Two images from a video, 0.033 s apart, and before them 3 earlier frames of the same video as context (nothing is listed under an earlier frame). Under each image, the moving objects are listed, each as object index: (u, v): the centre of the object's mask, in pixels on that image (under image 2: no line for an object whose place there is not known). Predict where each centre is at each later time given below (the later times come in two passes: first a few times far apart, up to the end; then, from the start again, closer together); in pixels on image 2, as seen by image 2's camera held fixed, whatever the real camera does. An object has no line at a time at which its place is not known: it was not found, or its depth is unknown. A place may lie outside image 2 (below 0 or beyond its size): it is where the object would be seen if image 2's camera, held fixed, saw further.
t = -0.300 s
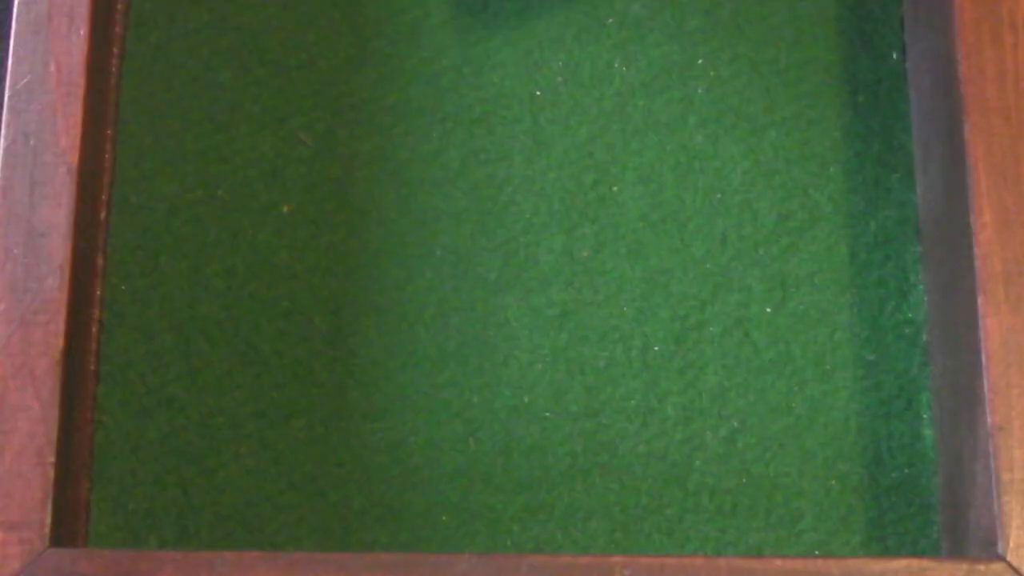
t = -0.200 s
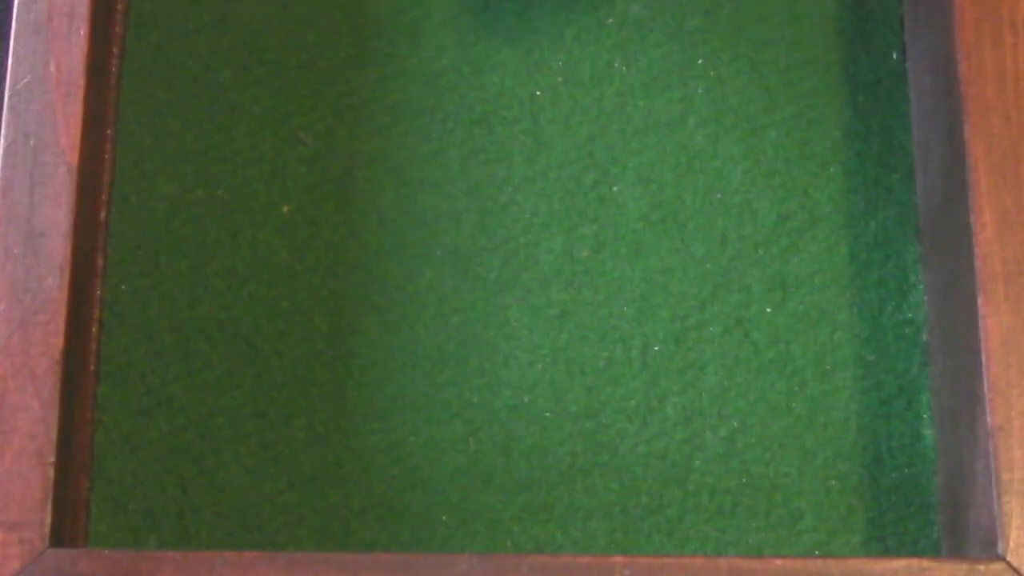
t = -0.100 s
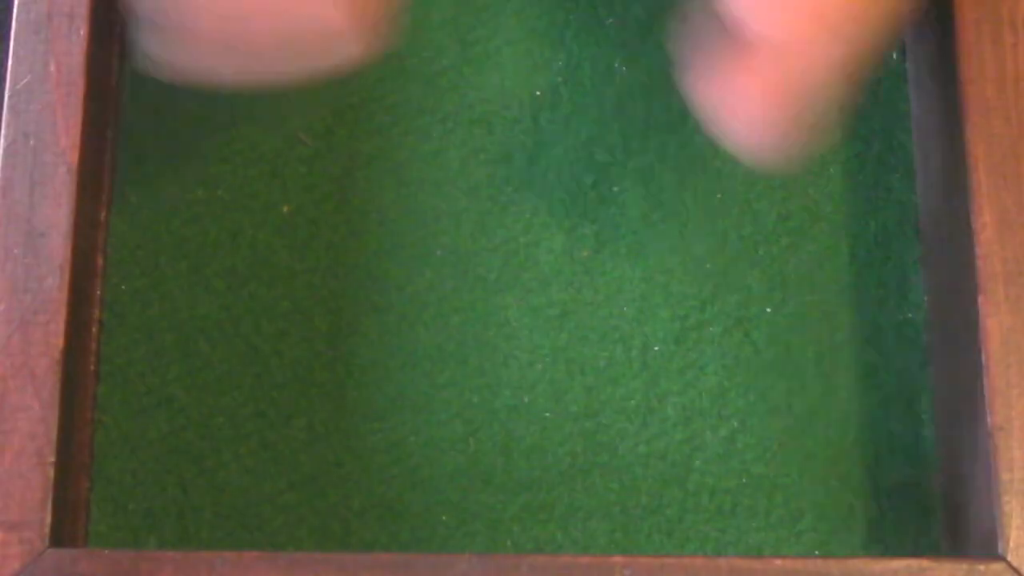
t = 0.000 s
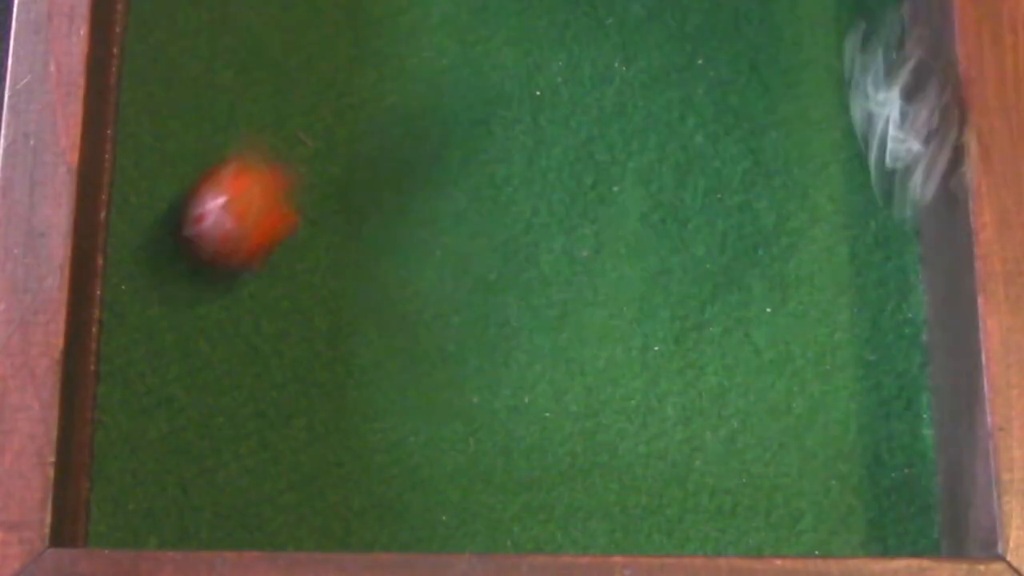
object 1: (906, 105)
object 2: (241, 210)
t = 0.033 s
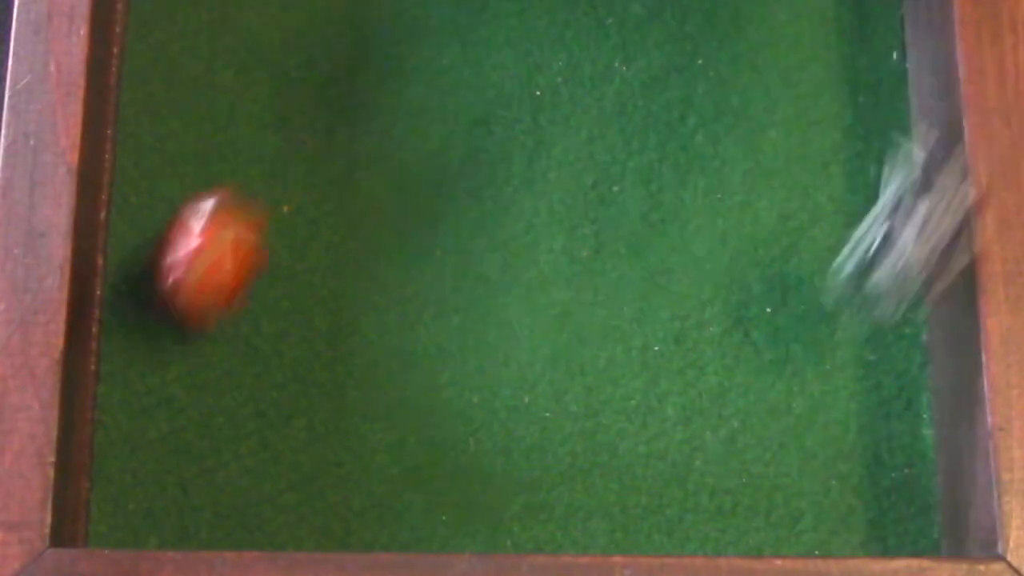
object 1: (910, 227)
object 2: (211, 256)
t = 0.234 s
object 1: (655, 485)
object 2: (171, 498)
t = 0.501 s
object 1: (604, 436)
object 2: (200, 494)
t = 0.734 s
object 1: (618, 425)
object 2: (199, 493)
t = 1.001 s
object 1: (616, 425)
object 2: (199, 493)
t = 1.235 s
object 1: (616, 425)
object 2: (199, 493)
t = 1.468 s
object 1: (616, 425)
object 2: (199, 493)
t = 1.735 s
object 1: (616, 425)
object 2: (199, 493)
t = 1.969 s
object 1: (616, 425)
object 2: (199, 493)
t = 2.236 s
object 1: (616, 425)
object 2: (199, 493)
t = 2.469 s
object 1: (616, 425)
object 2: (199, 493)
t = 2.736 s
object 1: (616, 425)
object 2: (199, 493)
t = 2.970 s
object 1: (616, 425)
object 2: (199, 493)
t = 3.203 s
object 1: (616, 425)
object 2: (199, 493)
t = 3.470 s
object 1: (616, 425)
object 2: (199, 493)
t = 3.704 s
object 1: (616, 425)
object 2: (199, 493)
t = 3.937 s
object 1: (616, 425)
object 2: (199, 493)
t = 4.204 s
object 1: (616, 425)
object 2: (199, 493)
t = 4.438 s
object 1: (616, 425)
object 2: (199, 493)
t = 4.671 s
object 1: (616, 425)
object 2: (199, 493)
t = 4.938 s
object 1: (616, 425)
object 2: (199, 493)
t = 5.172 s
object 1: (616, 425)
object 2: (199, 493)
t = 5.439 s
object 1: (616, 425)
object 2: (199, 493)
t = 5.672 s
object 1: (616, 425)
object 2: (199, 493)
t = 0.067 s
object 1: (834, 331)
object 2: (182, 323)
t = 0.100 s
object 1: (786, 400)
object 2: (149, 387)
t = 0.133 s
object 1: (753, 449)
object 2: (154, 449)
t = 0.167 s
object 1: (715, 495)
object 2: (154, 499)
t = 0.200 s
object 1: (677, 490)
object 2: (160, 500)
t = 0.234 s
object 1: (655, 485)
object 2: (171, 498)
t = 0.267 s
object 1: (630, 480)
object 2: (186, 499)
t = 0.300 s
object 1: (610, 472)
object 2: (198, 500)
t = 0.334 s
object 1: (589, 466)
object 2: (203, 498)
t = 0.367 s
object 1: (578, 460)
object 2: (202, 496)
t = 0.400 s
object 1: (577, 453)
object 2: (198, 494)
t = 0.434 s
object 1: (586, 447)
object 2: (197, 492)
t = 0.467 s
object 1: (599, 442)
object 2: (199, 494)
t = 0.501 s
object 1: (604, 436)
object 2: (200, 494)
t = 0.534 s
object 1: (611, 428)
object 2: (199, 493)
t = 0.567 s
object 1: (620, 422)
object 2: (199, 494)
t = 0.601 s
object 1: (623, 421)
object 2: (199, 494)
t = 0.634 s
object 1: (621, 427)
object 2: (199, 494)
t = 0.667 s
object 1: (615, 426)
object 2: (199, 494)
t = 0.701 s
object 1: (614, 423)
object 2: (199, 494)
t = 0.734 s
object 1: (618, 425)
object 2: (199, 493)
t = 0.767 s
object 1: (617, 426)
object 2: (199, 493)
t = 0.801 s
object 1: (615, 425)
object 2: (199, 493)
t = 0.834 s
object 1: (616, 425)
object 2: (199, 493)
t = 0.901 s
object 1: (616, 425)
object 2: (199, 493)
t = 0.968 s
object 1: (616, 425)
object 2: (199, 493)
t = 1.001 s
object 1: (616, 425)
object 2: (199, 493)
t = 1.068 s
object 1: (616, 425)
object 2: (199, 493)
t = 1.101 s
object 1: (616, 425)
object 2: (199, 493)
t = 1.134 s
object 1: (616, 425)
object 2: (199, 493)
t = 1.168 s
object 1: (616, 425)
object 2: (199, 493)
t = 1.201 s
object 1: (616, 425)
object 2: (199, 493)
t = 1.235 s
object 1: (616, 425)
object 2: (199, 493)
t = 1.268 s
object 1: (616, 425)
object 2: (199, 493)
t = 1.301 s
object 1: (616, 425)
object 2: (199, 493)
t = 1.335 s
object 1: (616, 425)
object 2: (199, 493)
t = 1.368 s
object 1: (616, 425)
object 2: (199, 493)
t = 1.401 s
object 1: (616, 425)
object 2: (199, 493)
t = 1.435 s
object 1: (616, 425)
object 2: (199, 493)
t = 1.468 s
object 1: (616, 425)
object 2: (199, 493)
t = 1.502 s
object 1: (616, 425)
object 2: (199, 493)
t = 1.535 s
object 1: (616, 425)
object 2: (199, 493)
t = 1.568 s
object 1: (616, 425)
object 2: (199, 493)
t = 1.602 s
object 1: (616, 425)
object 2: (199, 493)
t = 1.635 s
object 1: (616, 425)
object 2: (199, 493)
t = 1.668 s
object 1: (616, 425)
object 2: (199, 493)
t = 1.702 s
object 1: (616, 425)
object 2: (199, 493)
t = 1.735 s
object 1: (616, 425)
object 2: (199, 493)
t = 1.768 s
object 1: (616, 425)
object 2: (199, 493)
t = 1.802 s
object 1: (616, 425)
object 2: (199, 493)
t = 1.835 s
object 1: (616, 425)
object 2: (199, 493)
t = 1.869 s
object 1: (616, 425)
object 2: (199, 493)
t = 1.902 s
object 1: (616, 425)
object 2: (199, 493)
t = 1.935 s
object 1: (616, 425)
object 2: (199, 493)
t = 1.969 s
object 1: (616, 425)
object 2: (199, 493)
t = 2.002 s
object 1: (616, 425)
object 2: (199, 493)
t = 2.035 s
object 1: (616, 425)
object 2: (199, 493)
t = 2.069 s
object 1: (616, 425)
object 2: (199, 493)
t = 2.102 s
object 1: (616, 425)
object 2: (199, 493)
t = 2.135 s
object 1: (616, 425)
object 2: (199, 493)
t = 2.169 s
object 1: (616, 425)
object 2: (199, 493)
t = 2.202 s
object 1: (616, 425)
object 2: (199, 493)
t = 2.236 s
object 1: (616, 425)
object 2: (199, 493)
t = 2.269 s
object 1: (616, 425)
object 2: (199, 493)
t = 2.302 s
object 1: (616, 425)
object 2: (199, 493)
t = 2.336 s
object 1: (616, 425)
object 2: (199, 493)
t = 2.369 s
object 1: (616, 425)
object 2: (199, 493)
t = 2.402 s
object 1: (616, 425)
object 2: (199, 493)
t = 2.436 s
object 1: (616, 425)
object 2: (199, 493)
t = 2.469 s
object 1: (616, 425)
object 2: (199, 493)
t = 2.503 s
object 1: (616, 425)
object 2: (199, 493)
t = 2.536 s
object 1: (616, 425)
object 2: (199, 493)
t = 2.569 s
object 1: (616, 425)
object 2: (199, 493)
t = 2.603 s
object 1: (616, 425)
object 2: (199, 493)
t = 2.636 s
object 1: (616, 425)
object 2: (199, 493)
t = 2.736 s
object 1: (616, 425)
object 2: (199, 493)
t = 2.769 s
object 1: (616, 425)
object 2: (199, 493)
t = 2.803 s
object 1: (616, 425)
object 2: (199, 493)
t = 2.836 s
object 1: (616, 425)
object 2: (199, 493)
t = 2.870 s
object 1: (616, 425)
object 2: (199, 493)
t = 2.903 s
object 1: (616, 425)
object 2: (199, 493)
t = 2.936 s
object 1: (616, 425)
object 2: (199, 493)
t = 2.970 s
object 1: (616, 425)
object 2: (199, 493)
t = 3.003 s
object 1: (616, 425)
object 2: (199, 493)
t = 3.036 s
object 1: (616, 425)
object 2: (199, 493)
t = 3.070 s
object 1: (616, 425)
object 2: (199, 493)
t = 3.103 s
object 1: (616, 425)
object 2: (199, 493)
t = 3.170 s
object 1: (616, 425)
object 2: (198, 493)
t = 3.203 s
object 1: (616, 425)
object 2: (199, 493)
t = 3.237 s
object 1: (616, 425)
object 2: (199, 493)
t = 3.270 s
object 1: (616, 425)
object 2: (199, 493)
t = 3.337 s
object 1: (616, 425)
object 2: (199, 493)
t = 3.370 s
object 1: (616, 425)
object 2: (199, 493)
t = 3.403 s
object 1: (616, 425)
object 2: (199, 493)
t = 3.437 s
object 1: (616, 425)
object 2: (199, 493)
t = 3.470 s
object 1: (616, 425)
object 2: (199, 493)
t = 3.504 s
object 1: (616, 425)
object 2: (199, 493)
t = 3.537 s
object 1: (616, 425)
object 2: (199, 493)
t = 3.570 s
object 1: (616, 425)
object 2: (199, 493)
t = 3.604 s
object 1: (616, 425)
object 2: (199, 493)
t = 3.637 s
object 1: (616, 425)
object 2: (199, 493)
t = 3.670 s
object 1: (616, 425)
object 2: (199, 493)
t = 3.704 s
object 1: (616, 425)
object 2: (199, 493)
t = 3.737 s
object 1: (616, 425)
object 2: (199, 493)
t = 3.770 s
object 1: (616, 425)
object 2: (199, 493)
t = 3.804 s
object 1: (616, 425)
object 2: (199, 493)
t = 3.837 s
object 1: (616, 425)
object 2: (199, 493)
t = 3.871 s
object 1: (616, 425)
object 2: (199, 493)
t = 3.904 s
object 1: (616, 425)
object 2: (199, 493)
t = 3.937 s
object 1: (616, 425)
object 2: (199, 493)
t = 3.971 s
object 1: (616, 425)
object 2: (199, 493)
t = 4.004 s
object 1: (616, 425)
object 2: (199, 493)
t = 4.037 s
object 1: (616, 425)
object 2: (199, 493)
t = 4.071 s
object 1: (616, 425)
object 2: (199, 493)
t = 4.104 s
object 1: (616, 425)
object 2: (199, 493)
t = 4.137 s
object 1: (616, 425)
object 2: (199, 493)
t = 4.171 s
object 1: (616, 425)
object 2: (199, 493)
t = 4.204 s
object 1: (616, 425)
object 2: (199, 493)
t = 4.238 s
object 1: (616, 425)
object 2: (199, 493)
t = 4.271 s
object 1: (616, 425)
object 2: (199, 493)
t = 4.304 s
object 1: (616, 425)
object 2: (199, 493)
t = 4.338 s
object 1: (616, 425)
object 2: (199, 493)
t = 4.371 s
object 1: (616, 425)
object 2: (199, 493)
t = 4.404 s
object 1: (616, 425)
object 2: (199, 493)
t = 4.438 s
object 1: (616, 425)
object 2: (199, 493)
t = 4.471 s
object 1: (616, 425)
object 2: (199, 493)
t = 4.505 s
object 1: (616, 425)
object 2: (199, 493)
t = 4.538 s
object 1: (616, 425)
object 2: (199, 493)
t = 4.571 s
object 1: (616, 425)
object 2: (199, 493)
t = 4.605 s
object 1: (616, 425)
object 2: (199, 493)
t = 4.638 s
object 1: (616, 425)
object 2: (199, 493)
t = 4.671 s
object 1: (616, 425)
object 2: (199, 493)
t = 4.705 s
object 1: (616, 425)
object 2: (199, 493)
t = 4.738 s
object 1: (616, 425)
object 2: (199, 493)
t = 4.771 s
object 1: (616, 425)
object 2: (199, 493)
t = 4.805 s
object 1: (616, 425)
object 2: (199, 493)
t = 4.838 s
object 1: (616, 425)
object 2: (199, 493)
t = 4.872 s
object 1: (616, 425)
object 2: (199, 493)
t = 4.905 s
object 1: (616, 425)
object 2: (199, 493)
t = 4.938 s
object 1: (616, 425)
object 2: (199, 493)
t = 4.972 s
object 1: (616, 425)
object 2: (199, 493)
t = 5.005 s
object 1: (616, 425)
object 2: (199, 493)
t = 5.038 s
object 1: (616, 425)
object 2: (199, 493)
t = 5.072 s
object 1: (616, 425)
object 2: (199, 493)
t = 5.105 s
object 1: (616, 425)
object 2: (198, 493)
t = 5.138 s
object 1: (616, 425)
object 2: (199, 493)
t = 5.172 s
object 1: (616, 425)
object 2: (199, 493)
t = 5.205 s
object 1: (616, 425)
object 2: (199, 493)
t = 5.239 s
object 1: (616, 425)
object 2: (199, 493)
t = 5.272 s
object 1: (616, 425)
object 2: (199, 493)
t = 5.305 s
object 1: (616, 425)
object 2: (199, 493)
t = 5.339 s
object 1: (616, 425)
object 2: (198, 493)
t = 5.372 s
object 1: (616, 425)
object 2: (199, 493)
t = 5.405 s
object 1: (616, 425)
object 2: (199, 493)
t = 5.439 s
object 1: (616, 425)
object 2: (199, 493)
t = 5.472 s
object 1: (616, 425)
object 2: (199, 493)
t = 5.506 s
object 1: (616, 425)
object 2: (199, 493)
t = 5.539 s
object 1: (616, 425)
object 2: (199, 493)
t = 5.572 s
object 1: (616, 425)
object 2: (199, 493)
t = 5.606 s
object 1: (616, 425)
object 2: (199, 493)
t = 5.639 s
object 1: (616, 425)
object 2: (199, 493)
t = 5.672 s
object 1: (616, 425)
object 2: (199, 493)
